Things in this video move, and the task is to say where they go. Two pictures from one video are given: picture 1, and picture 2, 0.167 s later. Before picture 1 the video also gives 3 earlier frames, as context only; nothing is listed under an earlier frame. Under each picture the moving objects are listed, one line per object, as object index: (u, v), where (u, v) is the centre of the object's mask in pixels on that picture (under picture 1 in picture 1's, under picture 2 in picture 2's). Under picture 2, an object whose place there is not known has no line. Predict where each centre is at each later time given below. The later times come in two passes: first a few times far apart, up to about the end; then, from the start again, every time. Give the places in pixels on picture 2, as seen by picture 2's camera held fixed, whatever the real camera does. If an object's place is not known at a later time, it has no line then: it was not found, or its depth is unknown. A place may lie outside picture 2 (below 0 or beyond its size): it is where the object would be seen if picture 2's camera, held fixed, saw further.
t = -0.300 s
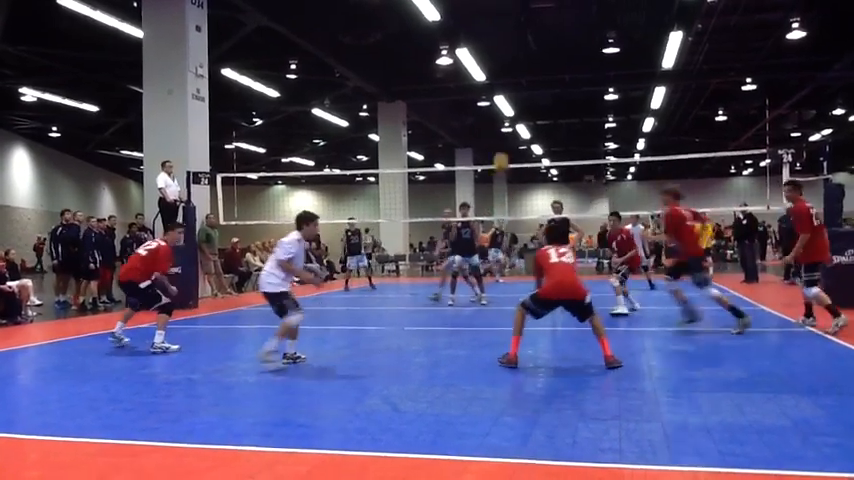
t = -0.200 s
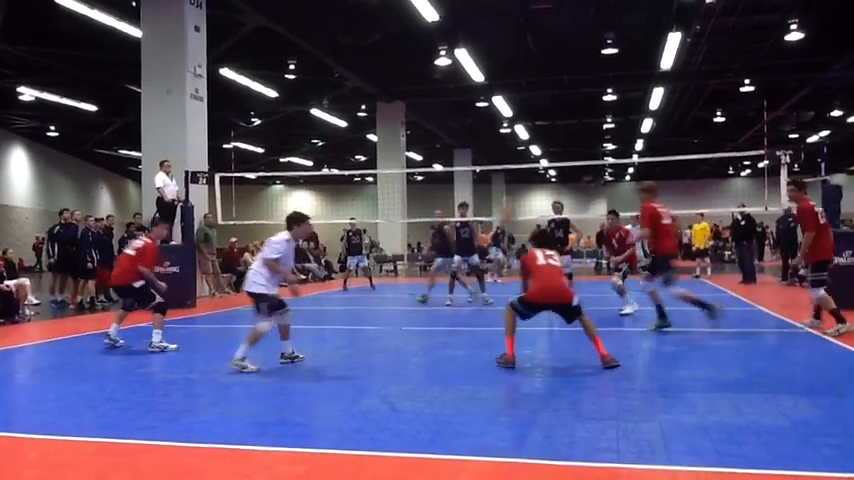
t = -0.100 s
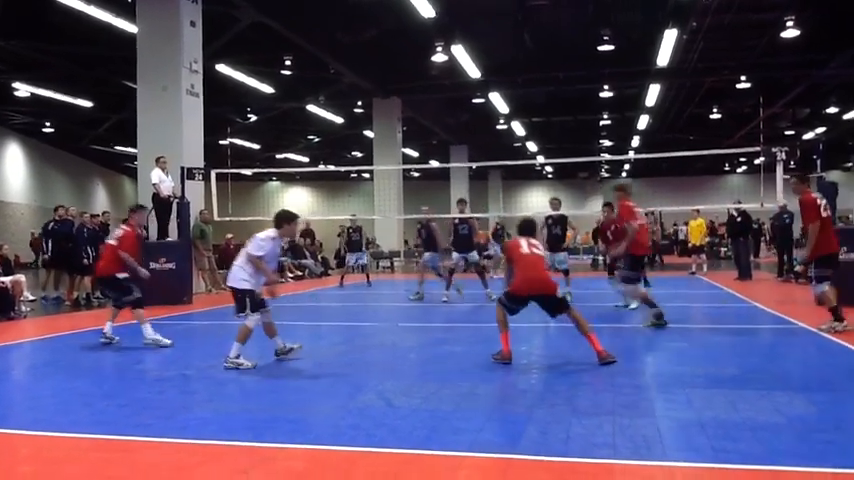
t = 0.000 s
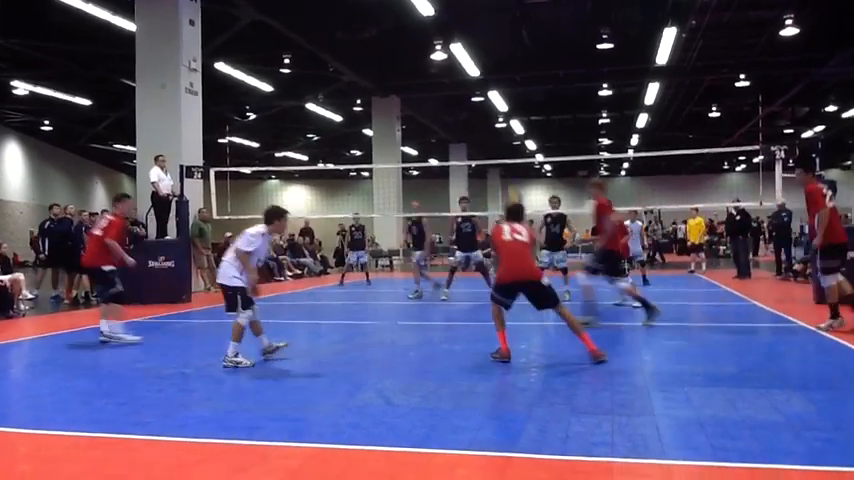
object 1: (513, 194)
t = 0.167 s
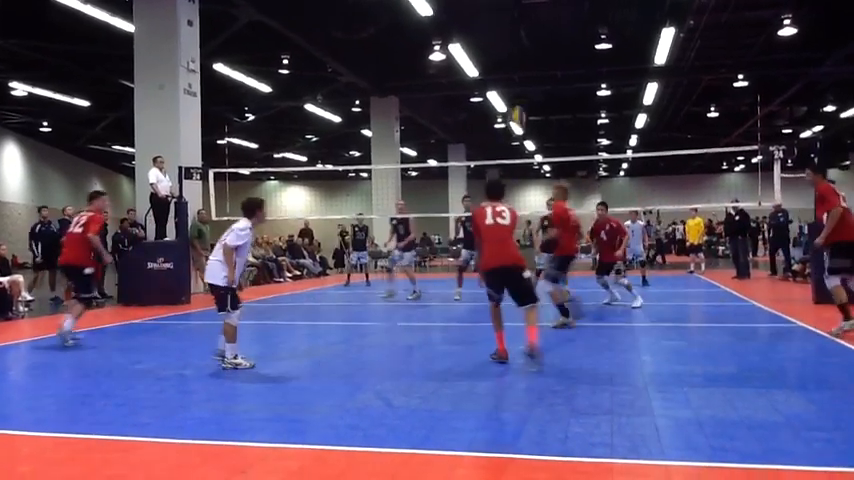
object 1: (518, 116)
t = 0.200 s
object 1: (517, 106)
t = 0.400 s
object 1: (520, 57)
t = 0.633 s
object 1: (525, 44)
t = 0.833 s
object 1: (530, 62)
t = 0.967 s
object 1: (532, 87)
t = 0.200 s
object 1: (517, 106)
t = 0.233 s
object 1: (516, 92)
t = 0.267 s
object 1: (517, 83)
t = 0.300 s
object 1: (518, 74)
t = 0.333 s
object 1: (519, 68)
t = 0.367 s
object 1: (519, 62)
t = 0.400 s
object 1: (520, 57)
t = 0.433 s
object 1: (521, 53)
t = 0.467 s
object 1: (521, 49)
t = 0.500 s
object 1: (522, 46)
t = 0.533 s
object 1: (523, 45)
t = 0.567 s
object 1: (523, 44)
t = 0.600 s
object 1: (524, 44)
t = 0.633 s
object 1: (525, 44)
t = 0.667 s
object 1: (526, 46)
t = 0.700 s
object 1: (527, 48)
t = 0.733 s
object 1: (527, 50)
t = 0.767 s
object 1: (528, 54)
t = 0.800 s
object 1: (528, 57)
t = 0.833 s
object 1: (530, 62)
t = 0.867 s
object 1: (531, 68)
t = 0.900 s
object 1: (531, 74)
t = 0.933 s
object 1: (532, 80)
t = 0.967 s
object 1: (532, 87)
